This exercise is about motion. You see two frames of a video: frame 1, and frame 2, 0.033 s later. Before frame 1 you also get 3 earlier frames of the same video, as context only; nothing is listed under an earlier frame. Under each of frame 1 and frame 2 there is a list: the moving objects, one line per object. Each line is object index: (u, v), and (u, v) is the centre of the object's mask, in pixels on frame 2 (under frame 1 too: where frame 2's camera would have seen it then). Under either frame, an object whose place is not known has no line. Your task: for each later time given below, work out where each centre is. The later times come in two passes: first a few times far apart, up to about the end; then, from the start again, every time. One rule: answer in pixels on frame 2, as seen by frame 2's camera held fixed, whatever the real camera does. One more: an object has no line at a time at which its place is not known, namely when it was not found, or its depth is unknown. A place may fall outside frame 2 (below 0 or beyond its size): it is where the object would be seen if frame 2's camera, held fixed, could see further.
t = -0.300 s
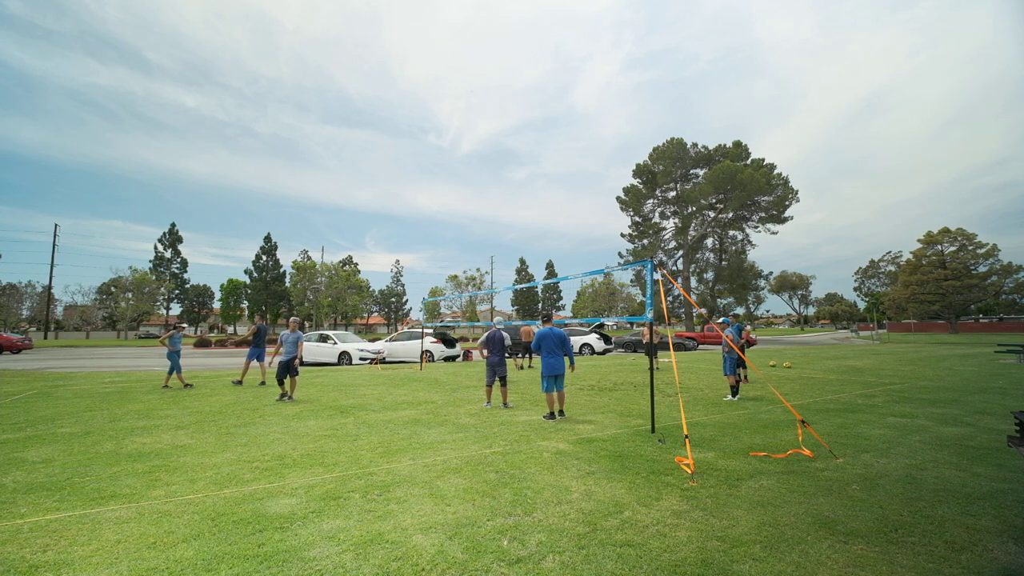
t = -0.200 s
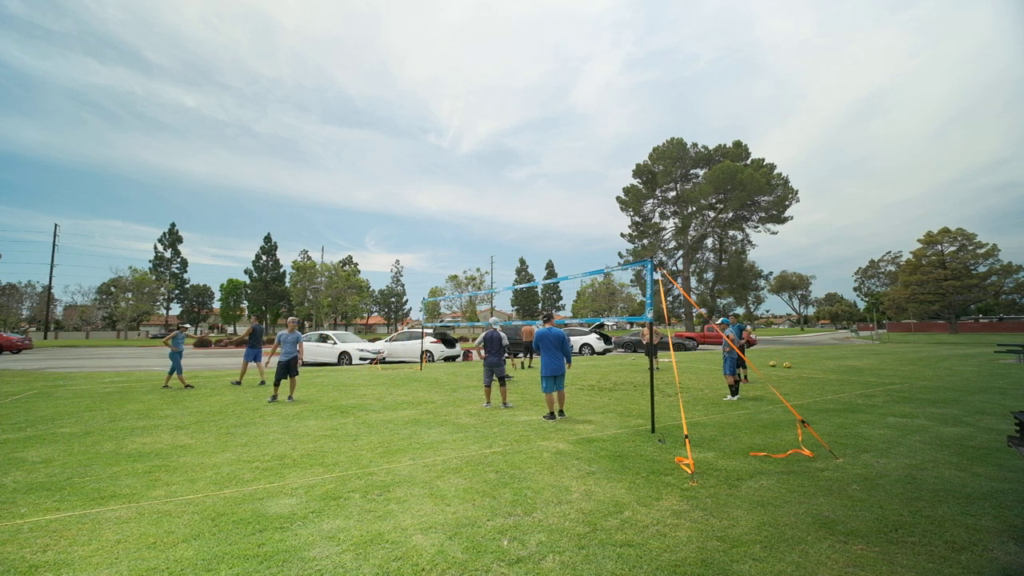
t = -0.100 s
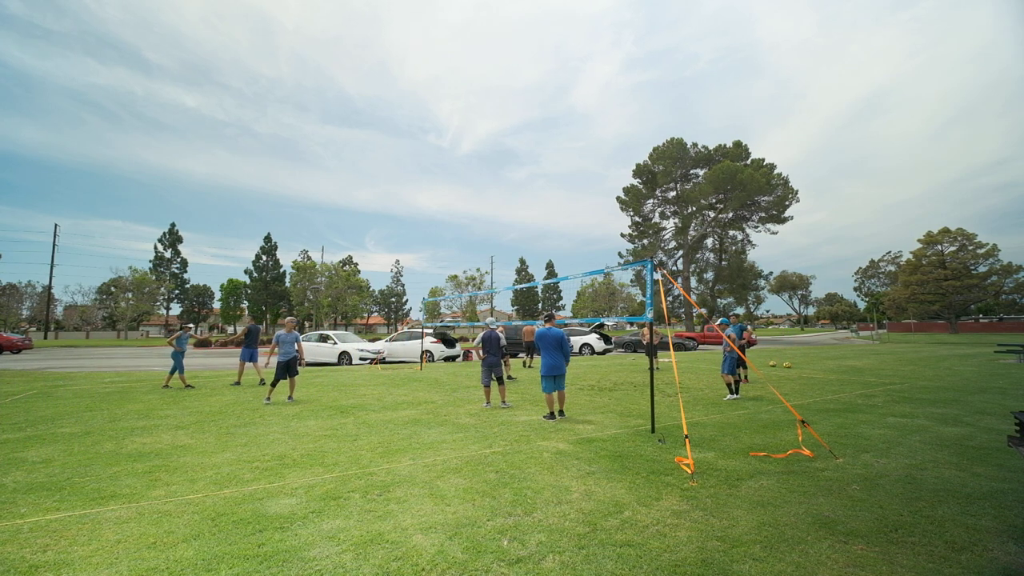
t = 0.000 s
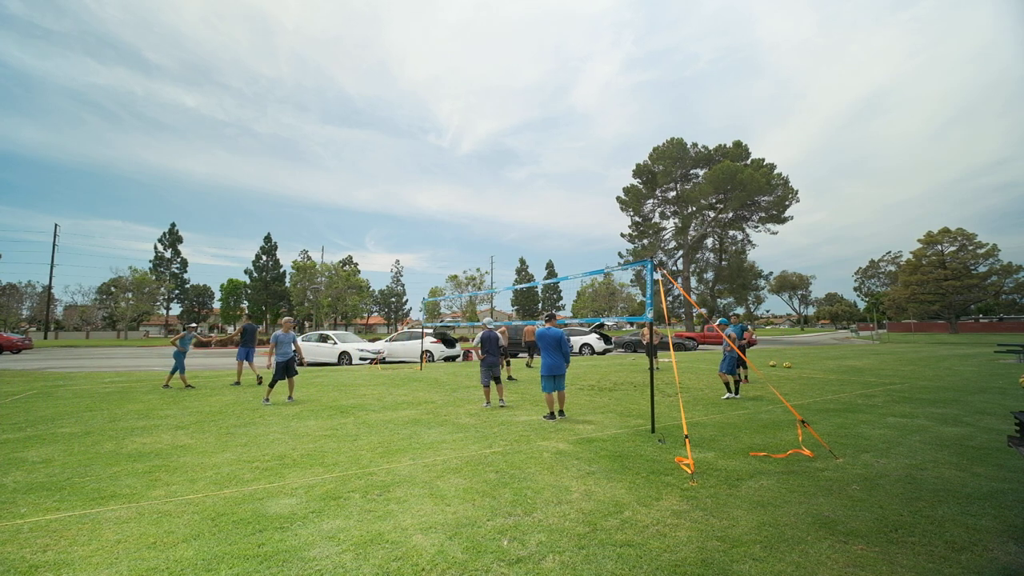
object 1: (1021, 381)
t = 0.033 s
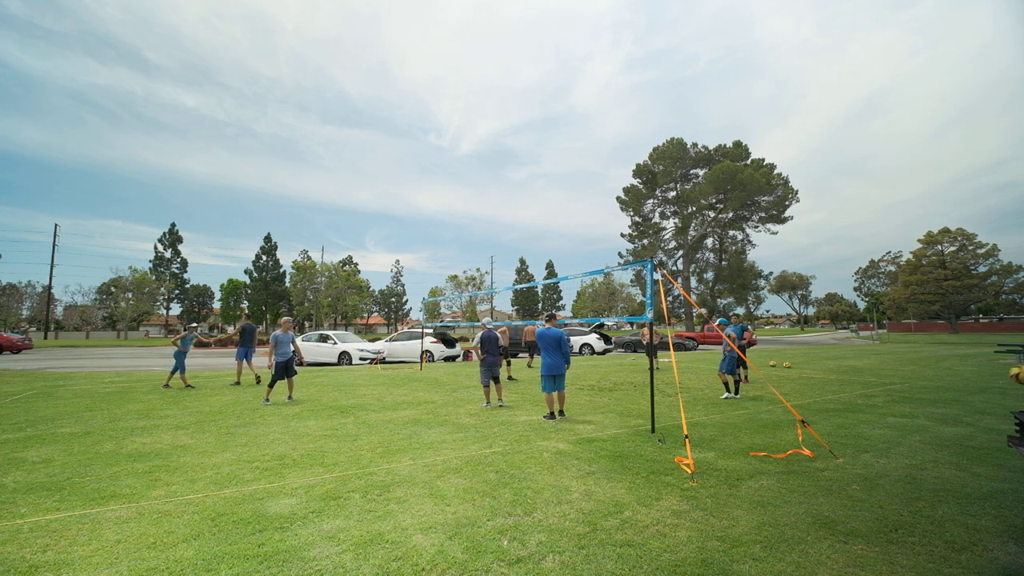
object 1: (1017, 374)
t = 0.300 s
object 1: (944, 350)
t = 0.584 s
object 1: (851, 404)
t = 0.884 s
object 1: (721, 470)
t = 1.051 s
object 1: (632, 460)
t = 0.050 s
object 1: (1015, 371)
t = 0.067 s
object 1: (1013, 368)
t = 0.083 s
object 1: (1009, 365)
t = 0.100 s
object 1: (1004, 362)
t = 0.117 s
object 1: (1000, 360)
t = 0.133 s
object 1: (994, 358)
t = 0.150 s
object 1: (990, 356)
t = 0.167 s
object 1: (985, 354)
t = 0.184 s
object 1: (980, 352)
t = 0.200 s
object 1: (975, 351)
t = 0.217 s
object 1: (969, 351)
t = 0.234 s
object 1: (964, 350)
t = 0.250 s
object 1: (959, 350)
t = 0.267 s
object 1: (954, 349)
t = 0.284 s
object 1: (949, 349)
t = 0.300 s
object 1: (944, 350)
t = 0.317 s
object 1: (939, 350)
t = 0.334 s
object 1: (933, 351)
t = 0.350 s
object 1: (928, 352)
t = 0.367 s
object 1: (923, 354)
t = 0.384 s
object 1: (917, 356)
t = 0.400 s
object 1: (912, 358)
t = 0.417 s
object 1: (907, 361)
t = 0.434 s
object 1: (902, 363)
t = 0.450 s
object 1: (896, 366)
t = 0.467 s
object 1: (890, 370)
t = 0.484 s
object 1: (884, 374)
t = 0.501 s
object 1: (880, 378)
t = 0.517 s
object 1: (874, 382)
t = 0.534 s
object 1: (868, 387)
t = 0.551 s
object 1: (862, 392)
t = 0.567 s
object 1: (857, 398)
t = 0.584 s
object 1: (851, 404)
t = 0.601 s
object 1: (845, 410)
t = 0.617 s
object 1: (839, 417)
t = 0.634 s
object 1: (833, 425)
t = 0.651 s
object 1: (827, 432)
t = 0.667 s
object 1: (820, 441)
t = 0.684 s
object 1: (815, 449)
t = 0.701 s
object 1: (809, 458)
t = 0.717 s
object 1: (801, 468)
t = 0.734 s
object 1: (795, 478)
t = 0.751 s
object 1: (789, 489)
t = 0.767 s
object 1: (782, 496)
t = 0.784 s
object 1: (773, 492)
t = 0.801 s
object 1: (764, 487)
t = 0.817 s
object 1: (757, 483)
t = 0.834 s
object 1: (748, 479)
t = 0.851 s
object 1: (739, 476)
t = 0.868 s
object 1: (730, 473)
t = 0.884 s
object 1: (721, 470)
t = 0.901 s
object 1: (713, 468)
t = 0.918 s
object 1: (704, 465)
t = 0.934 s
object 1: (695, 463)
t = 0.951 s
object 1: (687, 462)
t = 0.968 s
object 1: (678, 461)
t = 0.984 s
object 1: (669, 460)
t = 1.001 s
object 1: (659, 459)
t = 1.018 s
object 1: (650, 459)
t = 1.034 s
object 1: (641, 460)
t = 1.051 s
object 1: (632, 460)
